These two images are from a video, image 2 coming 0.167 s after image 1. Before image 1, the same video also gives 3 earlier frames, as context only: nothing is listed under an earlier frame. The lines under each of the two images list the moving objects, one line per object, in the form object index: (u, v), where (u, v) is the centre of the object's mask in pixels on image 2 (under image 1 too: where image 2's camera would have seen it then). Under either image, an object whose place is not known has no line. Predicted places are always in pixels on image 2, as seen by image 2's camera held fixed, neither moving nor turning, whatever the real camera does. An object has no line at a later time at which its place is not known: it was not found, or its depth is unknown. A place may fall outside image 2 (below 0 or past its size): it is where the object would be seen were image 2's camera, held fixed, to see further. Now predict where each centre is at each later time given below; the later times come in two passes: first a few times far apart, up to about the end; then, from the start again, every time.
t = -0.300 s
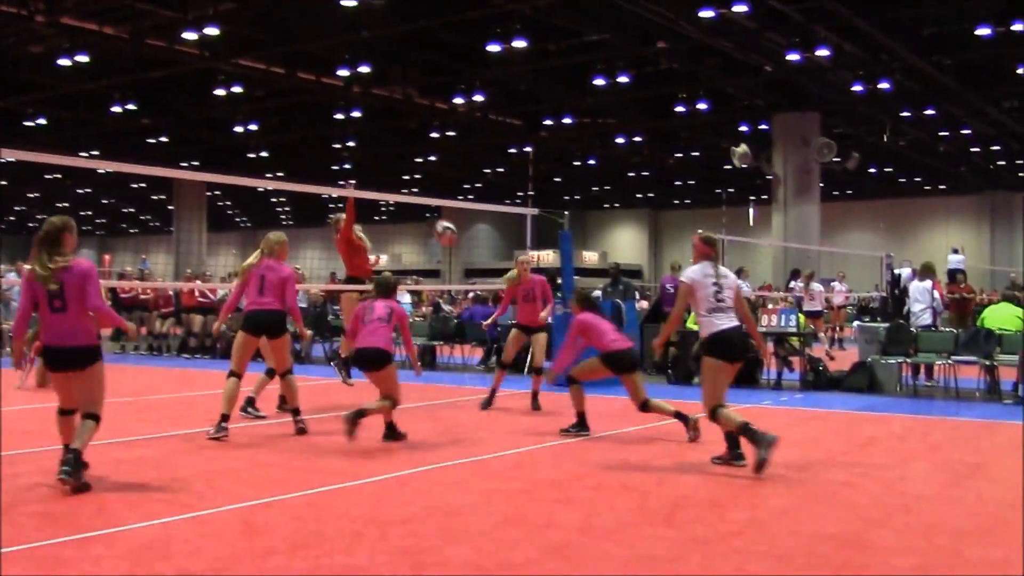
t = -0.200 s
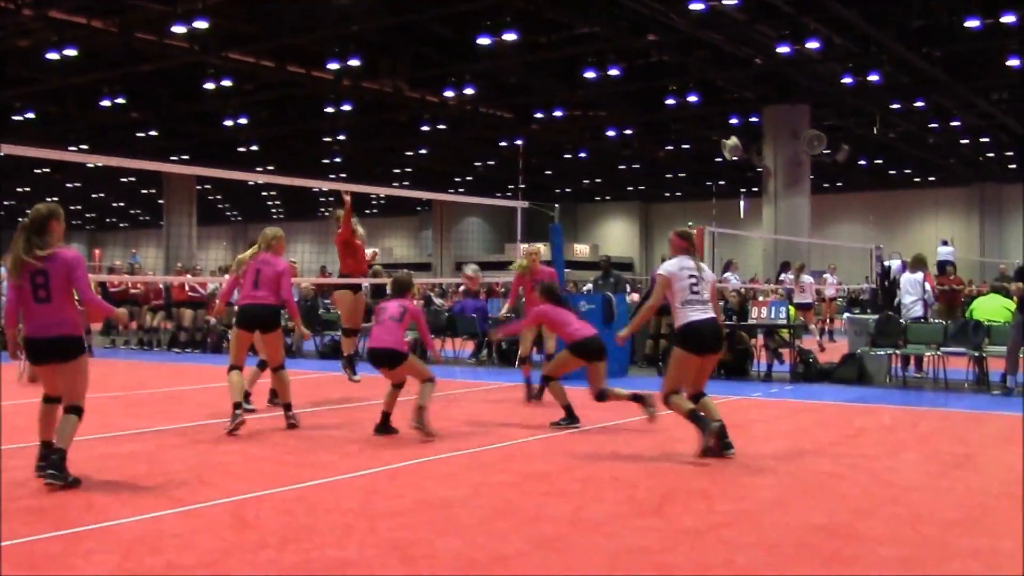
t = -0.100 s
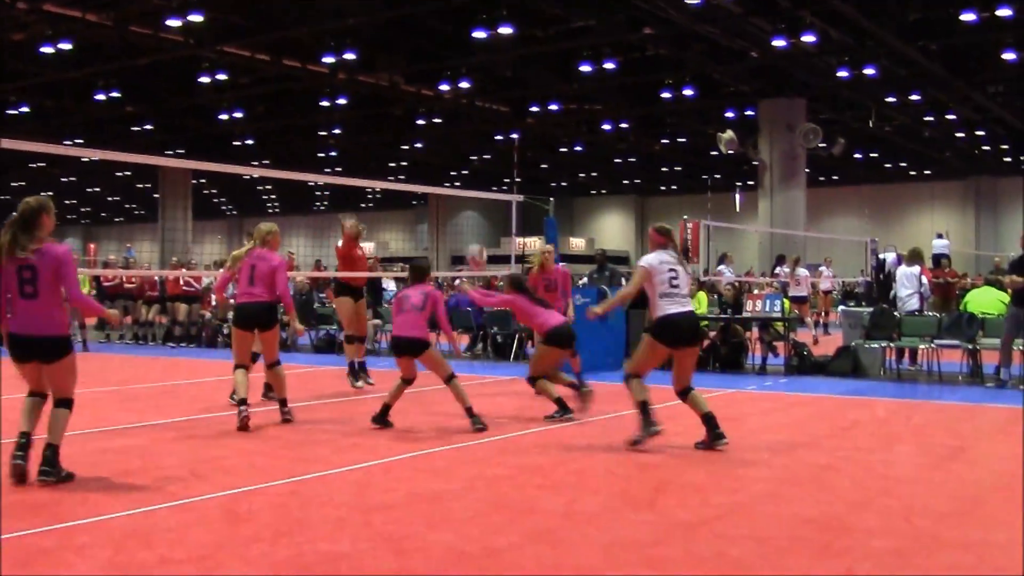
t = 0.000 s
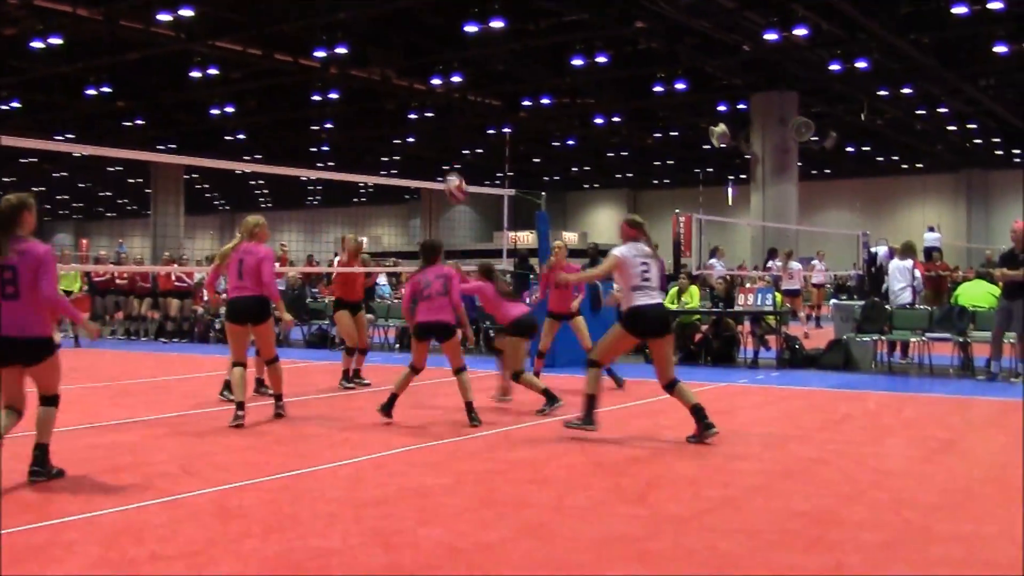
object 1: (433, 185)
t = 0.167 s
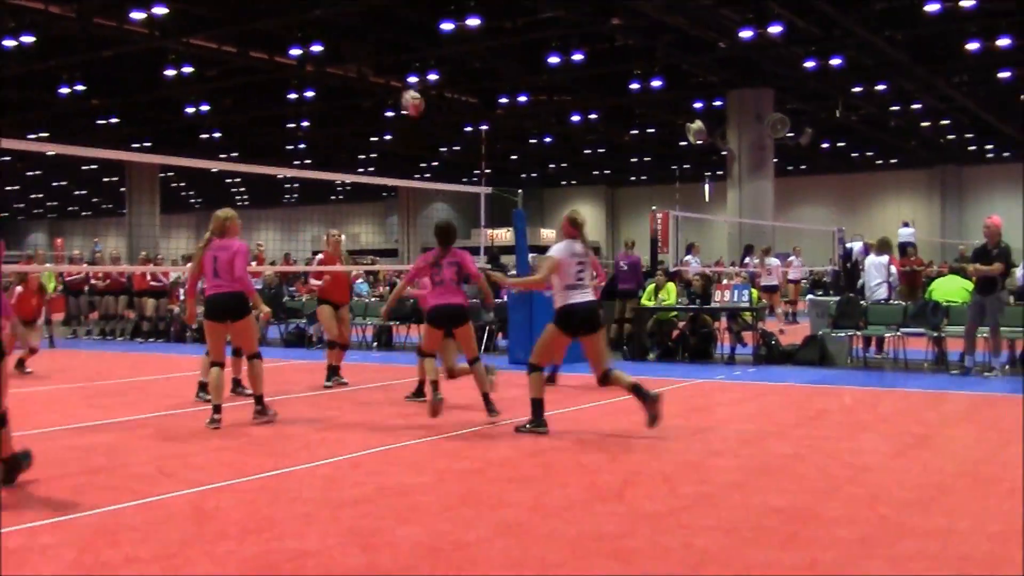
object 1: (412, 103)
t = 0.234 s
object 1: (404, 78)
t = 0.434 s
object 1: (383, 32)
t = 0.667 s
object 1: (359, 33)
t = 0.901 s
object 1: (336, 92)
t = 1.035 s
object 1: (323, 153)
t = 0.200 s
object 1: (407, 90)
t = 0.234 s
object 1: (404, 78)
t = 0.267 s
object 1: (399, 67)
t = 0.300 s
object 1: (397, 58)
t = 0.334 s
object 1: (393, 49)
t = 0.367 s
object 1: (390, 42)
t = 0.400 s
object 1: (386, 36)
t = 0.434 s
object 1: (383, 32)
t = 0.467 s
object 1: (379, 28)
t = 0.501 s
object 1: (376, 26)
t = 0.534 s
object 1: (372, 25)
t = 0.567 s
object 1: (369, 25)
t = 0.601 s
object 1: (366, 26)
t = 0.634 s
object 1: (362, 29)
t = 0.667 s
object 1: (359, 33)
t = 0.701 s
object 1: (356, 38)
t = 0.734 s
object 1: (352, 44)
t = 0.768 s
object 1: (349, 51)
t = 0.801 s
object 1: (346, 60)
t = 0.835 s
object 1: (343, 69)
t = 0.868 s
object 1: (339, 80)
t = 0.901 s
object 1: (336, 92)
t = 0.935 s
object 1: (333, 106)
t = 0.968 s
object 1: (329, 121)
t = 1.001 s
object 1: (326, 136)
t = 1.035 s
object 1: (323, 153)
